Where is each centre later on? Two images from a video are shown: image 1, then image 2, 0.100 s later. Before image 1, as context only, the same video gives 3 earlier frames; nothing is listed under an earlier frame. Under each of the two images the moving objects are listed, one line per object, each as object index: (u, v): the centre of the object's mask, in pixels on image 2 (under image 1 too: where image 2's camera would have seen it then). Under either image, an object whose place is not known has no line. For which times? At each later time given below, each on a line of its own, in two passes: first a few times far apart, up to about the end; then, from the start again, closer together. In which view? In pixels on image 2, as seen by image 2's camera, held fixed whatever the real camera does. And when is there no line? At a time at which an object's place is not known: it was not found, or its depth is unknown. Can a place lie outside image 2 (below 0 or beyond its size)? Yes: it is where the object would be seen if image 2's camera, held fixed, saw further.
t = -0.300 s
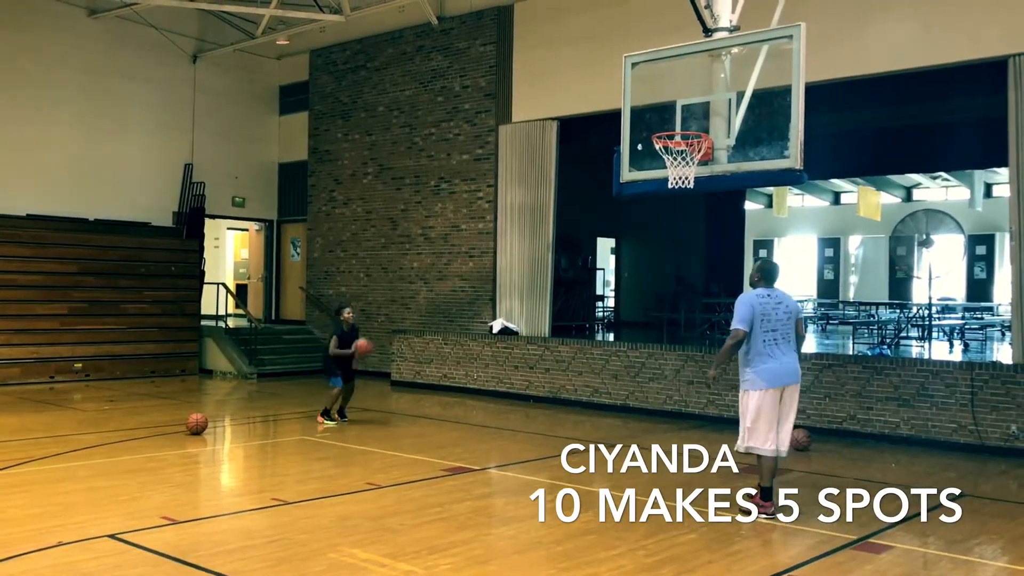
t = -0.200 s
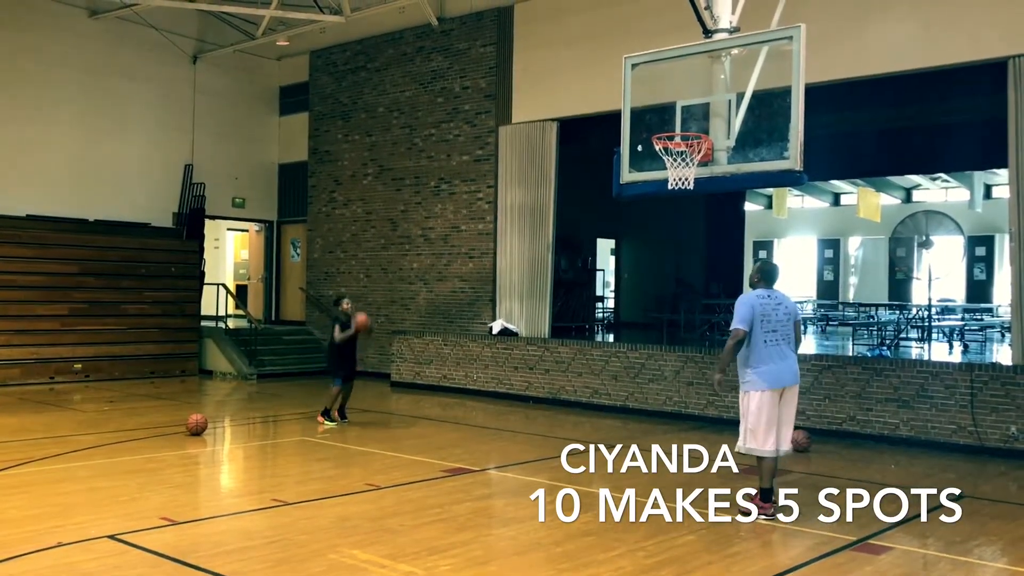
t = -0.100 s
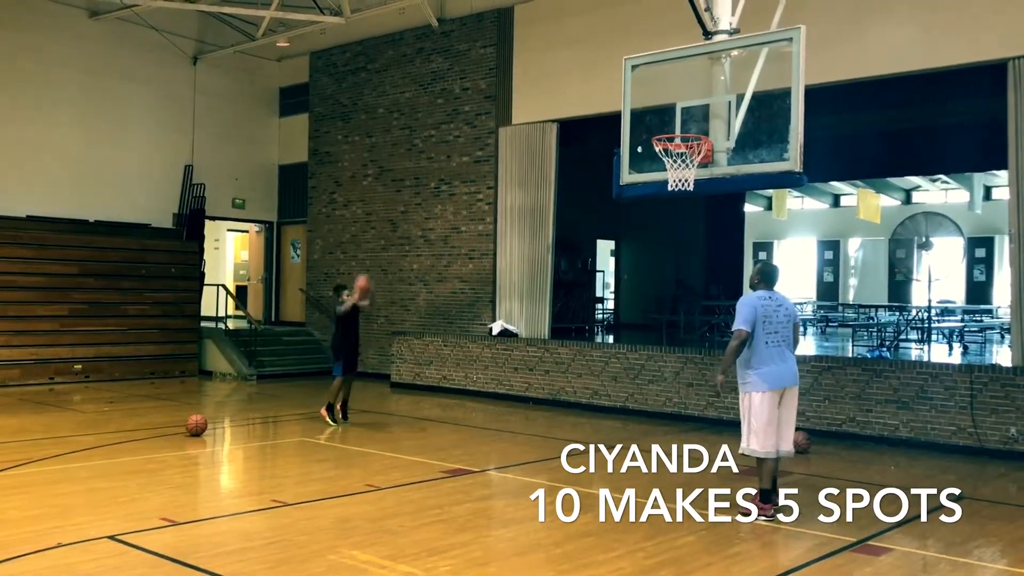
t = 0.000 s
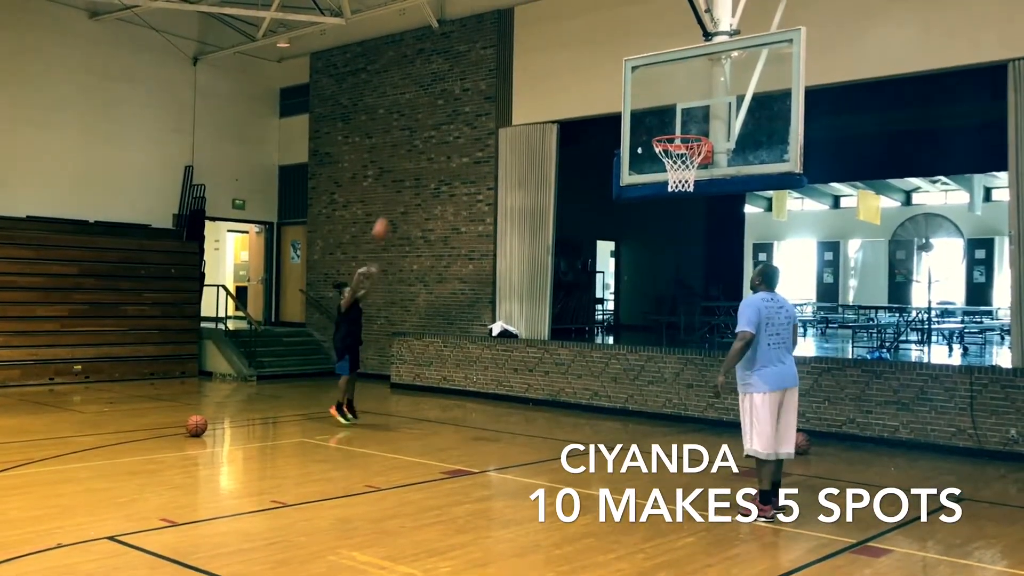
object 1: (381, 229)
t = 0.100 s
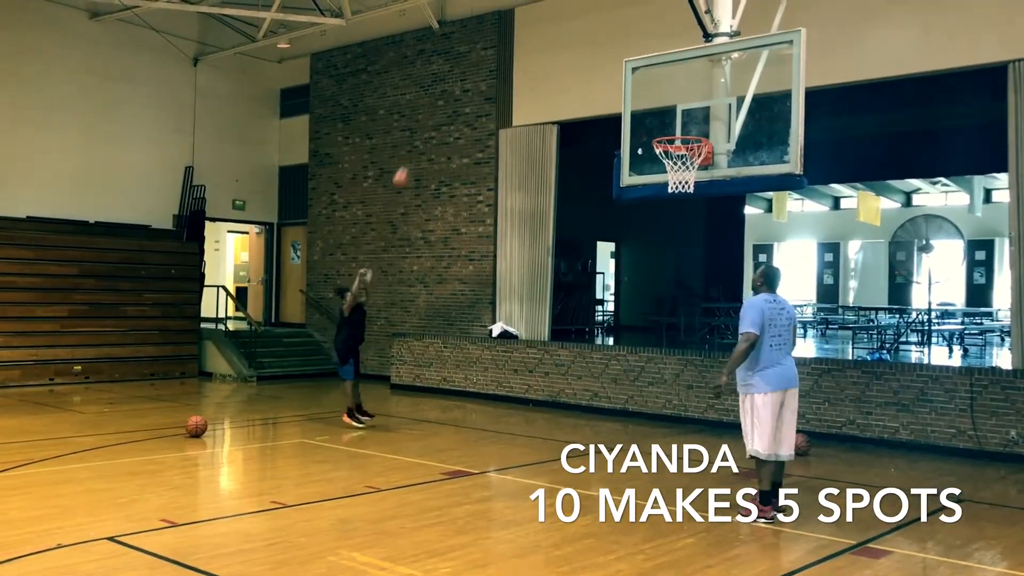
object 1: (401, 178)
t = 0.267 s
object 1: (439, 106)
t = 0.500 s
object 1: (493, 37)
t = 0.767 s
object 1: (560, 11)
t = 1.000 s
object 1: (625, 49)
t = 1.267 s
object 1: (695, 158)
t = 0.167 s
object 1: (417, 147)
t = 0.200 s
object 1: (424, 134)
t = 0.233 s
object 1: (432, 120)
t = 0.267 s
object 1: (439, 106)
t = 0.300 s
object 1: (447, 92)
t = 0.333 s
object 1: (454, 82)
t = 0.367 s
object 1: (462, 72)
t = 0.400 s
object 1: (469, 60)
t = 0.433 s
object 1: (476, 53)
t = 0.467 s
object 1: (485, 44)
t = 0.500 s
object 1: (493, 37)
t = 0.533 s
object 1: (501, 30)
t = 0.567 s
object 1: (509, 25)
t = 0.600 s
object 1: (518, 19)
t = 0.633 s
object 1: (526, 16)
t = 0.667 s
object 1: (534, 14)
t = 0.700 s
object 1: (543, 12)
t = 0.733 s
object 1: (552, 11)
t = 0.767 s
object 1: (560, 11)
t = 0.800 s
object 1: (568, 13)
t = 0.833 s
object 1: (578, 17)
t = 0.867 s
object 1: (587, 21)
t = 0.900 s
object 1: (596, 26)
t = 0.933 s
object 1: (605, 32)
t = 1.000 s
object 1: (625, 49)
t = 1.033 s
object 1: (634, 60)
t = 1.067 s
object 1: (644, 71)
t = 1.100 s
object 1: (655, 83)
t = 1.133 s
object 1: (665, 97)
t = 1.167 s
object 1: (675, 112)
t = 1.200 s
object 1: (686, 127)
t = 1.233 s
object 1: (693, 148)
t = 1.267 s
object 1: (695, 158)
